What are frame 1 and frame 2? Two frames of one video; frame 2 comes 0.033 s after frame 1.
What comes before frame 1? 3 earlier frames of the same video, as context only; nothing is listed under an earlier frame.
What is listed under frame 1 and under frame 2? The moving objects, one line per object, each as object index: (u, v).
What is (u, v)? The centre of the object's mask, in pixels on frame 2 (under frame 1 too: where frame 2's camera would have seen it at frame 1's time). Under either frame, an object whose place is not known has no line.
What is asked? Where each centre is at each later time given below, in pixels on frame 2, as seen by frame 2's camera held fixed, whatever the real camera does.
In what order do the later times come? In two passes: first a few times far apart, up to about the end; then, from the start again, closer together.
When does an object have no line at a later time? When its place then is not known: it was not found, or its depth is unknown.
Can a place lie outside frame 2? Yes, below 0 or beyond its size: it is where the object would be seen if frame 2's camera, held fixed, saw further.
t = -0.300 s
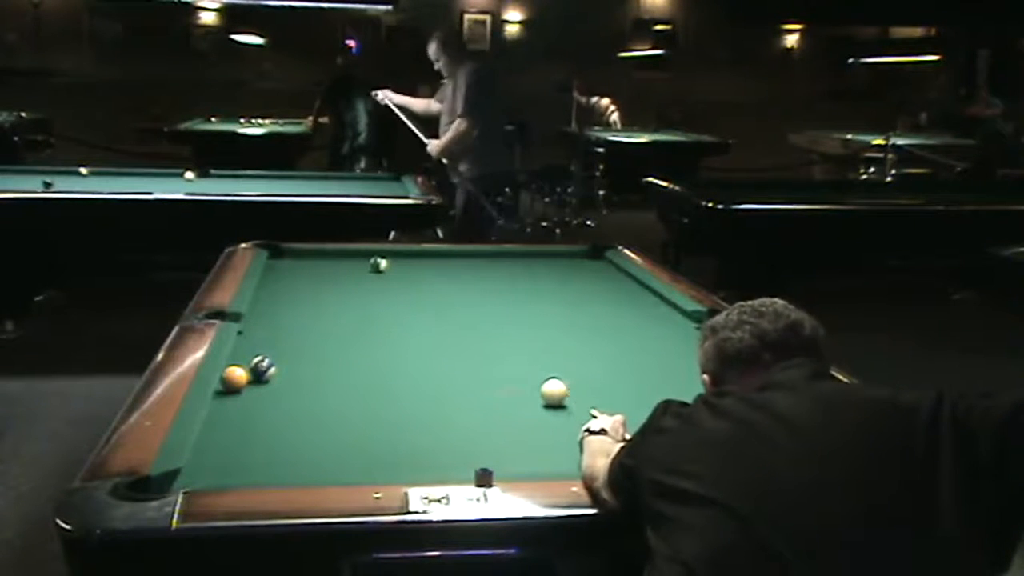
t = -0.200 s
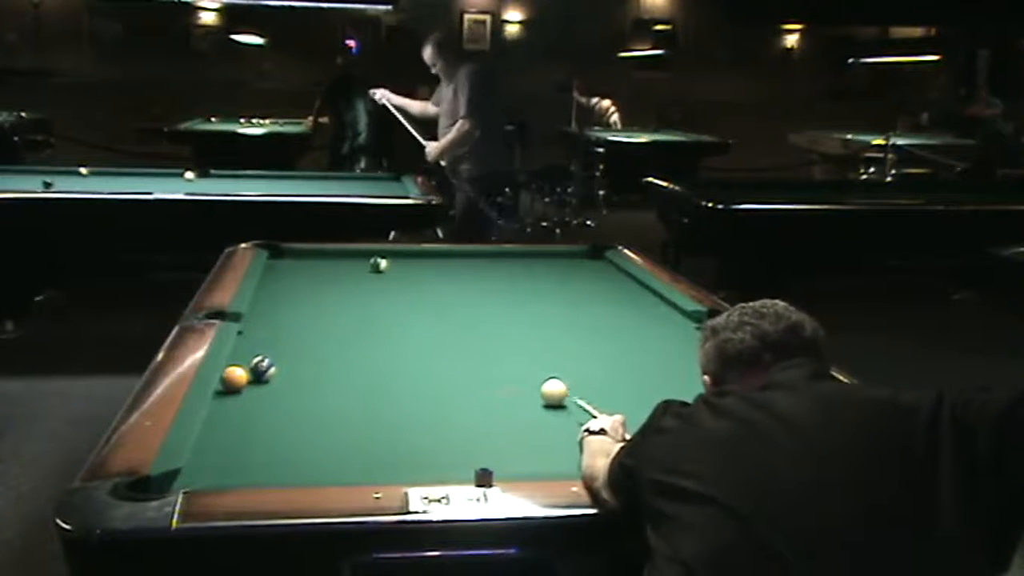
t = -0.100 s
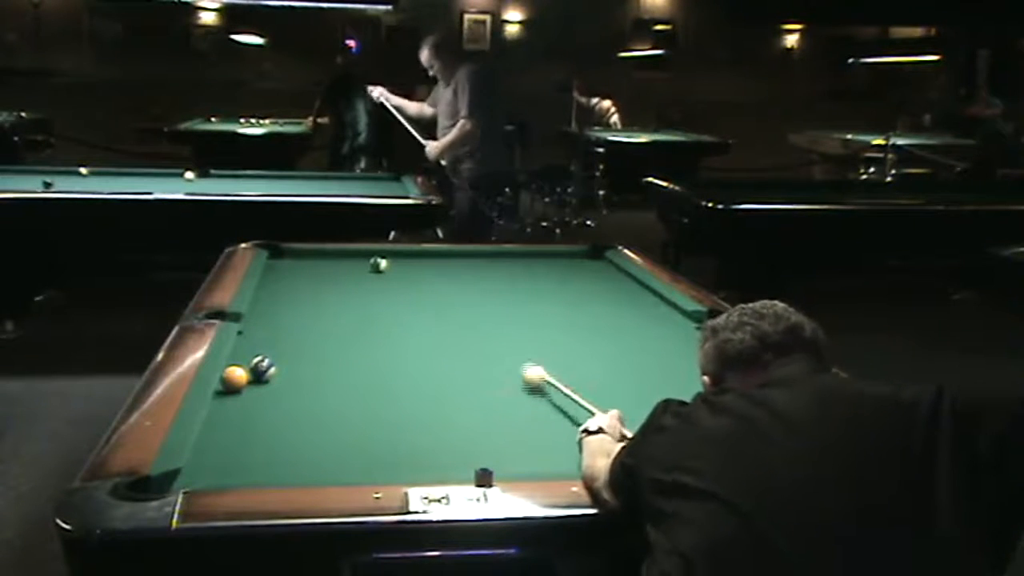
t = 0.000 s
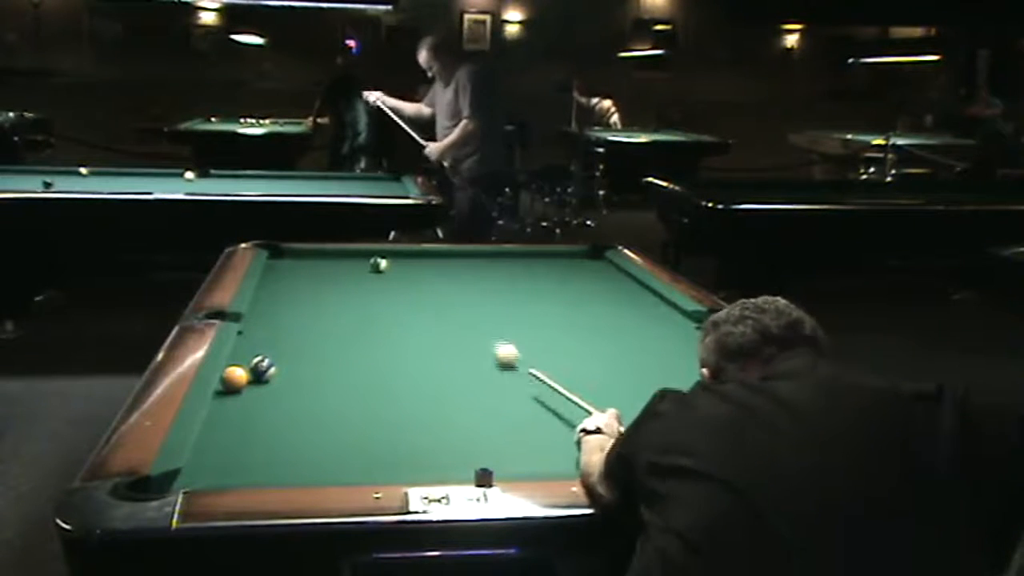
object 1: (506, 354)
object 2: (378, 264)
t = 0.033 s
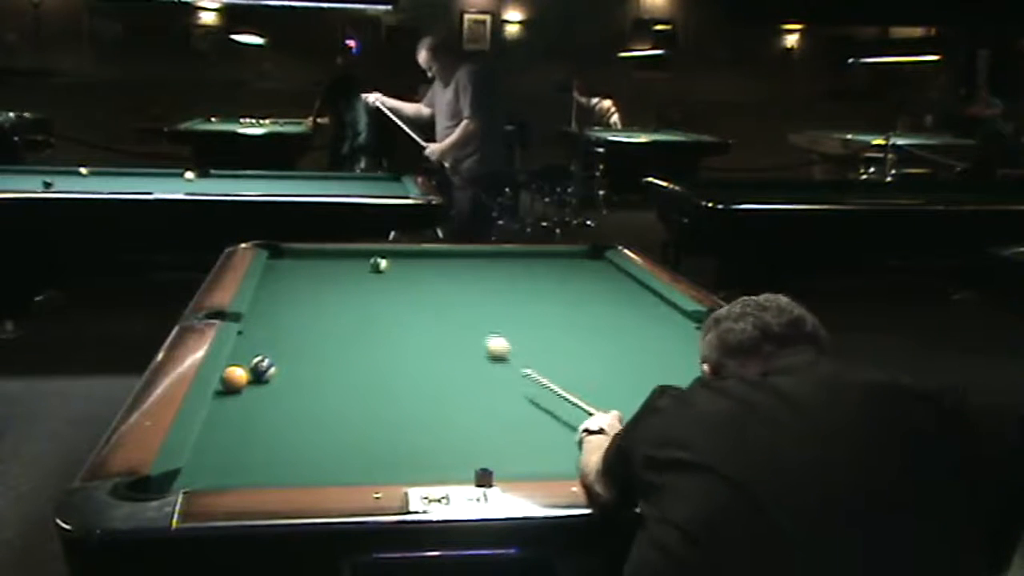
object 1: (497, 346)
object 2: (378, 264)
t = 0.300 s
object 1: (441, 301)
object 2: (378, 264)
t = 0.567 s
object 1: (400, 270)
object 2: (378, 264)
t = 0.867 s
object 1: (427, 254)
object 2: (321, 258)
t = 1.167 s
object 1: (482, 266)
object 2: (286, 253)
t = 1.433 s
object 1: (534, 276)
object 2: (312, 251)
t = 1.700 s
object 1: (588, 288)
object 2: (338, 253)
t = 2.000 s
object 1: (655, 302)
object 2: (357, 254)
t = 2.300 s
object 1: (658, 312)
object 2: (380, 253)
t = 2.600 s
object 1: (653, 328)
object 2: (397, 255)
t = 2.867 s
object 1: (646, 342)
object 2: (411, 256)
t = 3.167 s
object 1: (638, 358)
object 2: (426, 257)
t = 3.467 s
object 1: (629, 375)
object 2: (437, 257)
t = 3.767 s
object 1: (619, 394)
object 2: (448, 258)
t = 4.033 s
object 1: (609, 411)
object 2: (454, 259)
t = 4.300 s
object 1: (599, 429)
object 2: (459, 259)
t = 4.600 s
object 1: (587, 450)
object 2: (461, 259)
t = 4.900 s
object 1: (572, 462)
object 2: (462, 259)
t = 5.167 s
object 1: (547, 458)
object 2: (462, 259)
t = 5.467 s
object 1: (524, 450)
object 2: (462, 259)
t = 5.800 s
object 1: (502, 442)
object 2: (462, 259)
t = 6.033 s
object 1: (490, 438)
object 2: (462, 259)
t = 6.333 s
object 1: (477, 433)
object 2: (462, 259)
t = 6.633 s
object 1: (468, 431)
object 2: (462, 259)
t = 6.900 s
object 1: (463, 429)
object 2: (462, 259)
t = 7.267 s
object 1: (461, 428)
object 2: (462, 259)
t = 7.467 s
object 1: (462, 428)
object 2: (462, 259)
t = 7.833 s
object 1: (462, 428)
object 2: (462, 259)
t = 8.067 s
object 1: (462, 428)
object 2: (462, 259)
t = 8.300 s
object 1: (462, 428)
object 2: (462, 259)
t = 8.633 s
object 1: (462, 428)
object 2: (462, 259)
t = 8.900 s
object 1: (462, 428)
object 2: (462, 259)
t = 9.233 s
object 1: (462, 428)
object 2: (462, 259)
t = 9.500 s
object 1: (462, 428)
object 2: (462, 259)
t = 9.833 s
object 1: (462, 428)
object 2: (462, 259)
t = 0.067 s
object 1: (489, 339)
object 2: (378, 264)
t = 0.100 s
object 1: (481, 333)
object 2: (378, 264)
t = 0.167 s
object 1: (467, 323)
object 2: (378, 264)
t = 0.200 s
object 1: (460, 317)
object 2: (378, 264)
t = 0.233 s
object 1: (453, 312)
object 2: (378, 264)
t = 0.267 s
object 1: (446, 306)
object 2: (378, 264)
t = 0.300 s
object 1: (441, 301)
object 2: (378, 264)
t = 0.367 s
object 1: (429, 293)
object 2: (378, 264)
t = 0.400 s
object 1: (423, 288)
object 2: (378, 264)
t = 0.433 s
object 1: (419, 286)
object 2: (378, 264)
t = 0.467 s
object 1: (414, 281)
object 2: (378, 264)
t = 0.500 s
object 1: (409, 277)
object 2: (378, 264)
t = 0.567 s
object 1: (400, 270)
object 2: (378, 264)
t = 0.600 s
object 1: (395, 267)
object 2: (378, 264)
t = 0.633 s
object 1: (396, 264)
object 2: (375, 264)
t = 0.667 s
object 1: (401, 262)
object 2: (366, 263)
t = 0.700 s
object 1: (406, 259)
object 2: (358, 263)
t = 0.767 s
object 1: (414, 255)
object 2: (343, 261)
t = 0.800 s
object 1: (417, 253)
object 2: (333, 260)
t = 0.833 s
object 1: (421, 252)
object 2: (327, 259)
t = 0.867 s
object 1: (427, 254)
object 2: (321, 258)
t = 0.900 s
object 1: (433, 255)
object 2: (314, 256)
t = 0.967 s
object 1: (445, 259)
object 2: (302, 257)
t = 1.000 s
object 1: (452, 260)
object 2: (296, 256)
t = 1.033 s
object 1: (457, 261)
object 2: (289, 255)
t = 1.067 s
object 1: (464, 263)
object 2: (283, 254)
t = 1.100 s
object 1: (470, 264)
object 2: (278, 255)
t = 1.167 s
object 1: (482, 266)
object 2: (286, 253)
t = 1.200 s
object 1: (489, 267)
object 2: (288, 253)
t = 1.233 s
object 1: (494, 269)
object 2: (291, 253)
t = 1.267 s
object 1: (501, 271)
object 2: (296, 252)
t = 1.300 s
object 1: (507, 271)
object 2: (301, 252)
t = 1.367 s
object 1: (520, 274)
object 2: (305, 253)
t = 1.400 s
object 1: (527, 275)
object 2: (308, 252)
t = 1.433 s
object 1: (534, 276)
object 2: (312, 251)
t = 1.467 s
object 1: (540, 278)
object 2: (317, 249)
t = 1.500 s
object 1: (547, 279)
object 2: (322, 249)
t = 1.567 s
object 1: (560, 282)
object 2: (324, 252)
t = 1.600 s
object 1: (567, 284)
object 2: (327, 251)
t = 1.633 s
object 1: (574, 285)
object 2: (331, 252)
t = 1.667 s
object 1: (581, 286)
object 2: (335, 252)
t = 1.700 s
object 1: (588, 288)
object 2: (338, 253)
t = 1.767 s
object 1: (603, 291)
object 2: (340, 250)
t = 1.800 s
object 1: (609, 293)
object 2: (343, 250)
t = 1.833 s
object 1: (617, 294)
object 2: (348, 250)
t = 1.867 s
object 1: (624, 295)
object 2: (351, 251)
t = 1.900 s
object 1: (631, 298)
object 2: (351, 252)
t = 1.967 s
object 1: (647, 300)
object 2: (353, 254)
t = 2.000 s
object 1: (655, 302)
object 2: (357, 254)
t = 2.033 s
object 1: (661, 303)
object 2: (360, 254)
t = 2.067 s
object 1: (664, 303)
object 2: (363, 254)
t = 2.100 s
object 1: (663, 305)
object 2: (367, 255)
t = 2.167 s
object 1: (662, 307)
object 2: (370, 254)
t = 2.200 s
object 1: (661, 309)
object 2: (372, 254)
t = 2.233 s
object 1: (660, 309)
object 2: (375, 254)
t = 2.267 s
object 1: (660, 310)
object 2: (377, 254)
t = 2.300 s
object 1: (658, 312)
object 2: (380, 253)
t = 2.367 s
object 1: (657, 316)
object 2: (385, 254)
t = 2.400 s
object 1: (656, 318)
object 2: (386, 254)
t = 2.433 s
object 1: (655, 319)
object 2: (387, 255)
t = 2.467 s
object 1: (655, 321)
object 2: (389, 255)
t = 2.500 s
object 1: (654, 323)
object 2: (390, 255)
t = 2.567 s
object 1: (653, 327)
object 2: (395, 255)
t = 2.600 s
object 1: (653, 328)
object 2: (397, 255)
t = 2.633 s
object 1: (652, 329)
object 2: (399, 255)
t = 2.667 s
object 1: (651, 332)
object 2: (402, 256)
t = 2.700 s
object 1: (650, 333)
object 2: (404, 256)
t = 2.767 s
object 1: (648, 337)
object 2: (408, 256)
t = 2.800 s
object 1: (648, 339)
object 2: (409, 256)
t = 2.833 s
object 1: (647, 340)
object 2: (410, 256)
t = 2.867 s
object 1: (646, 342)
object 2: (411, 256)
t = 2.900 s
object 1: (645, 344)
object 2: (413, 256)
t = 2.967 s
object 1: (644, 348)
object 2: (415, 256)
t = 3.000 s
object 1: (643, 349)
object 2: (418, 255)
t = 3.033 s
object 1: (642, 351)
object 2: (420, 256)
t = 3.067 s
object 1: (641, 353)
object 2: (421, 255)
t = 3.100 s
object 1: (640, 354)
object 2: (423, 255)
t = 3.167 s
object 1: (638, 358)
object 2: (426, 257)
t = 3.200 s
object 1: (637, 360)
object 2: (427, 257)
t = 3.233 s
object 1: (636, 362)
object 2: (428, 257)
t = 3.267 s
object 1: (635, 364)
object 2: (430, 257)
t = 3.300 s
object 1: (635, 366)
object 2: (431, 257)
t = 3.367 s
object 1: (632, 369)
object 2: (433, 257)
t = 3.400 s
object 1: (631, 371)
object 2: (434, 257)
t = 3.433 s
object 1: (630, 374)
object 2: (436, 257)
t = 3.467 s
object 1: (629, 375)
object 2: (437, 257)
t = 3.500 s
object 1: (628, 377)
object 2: (439, 257)
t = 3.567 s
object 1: (626, 381)
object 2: (441, 257)
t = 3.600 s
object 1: (625, 383)
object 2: (443, 257)
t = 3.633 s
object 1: (624, 386)
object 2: (444, 257)
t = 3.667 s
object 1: (623, 388)
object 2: (445, 257)
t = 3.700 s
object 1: (622, 390)
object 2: (446, 257)
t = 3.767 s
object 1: (619, 394)
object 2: (448, 258)
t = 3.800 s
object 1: (618, 395)
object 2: (449, 258)
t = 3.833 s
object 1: (617, 397)
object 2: (450, 258)
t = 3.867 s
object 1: (616, 399)
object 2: (451, 258)
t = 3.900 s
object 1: (614, 402)
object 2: (452, 258)
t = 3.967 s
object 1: (612, 406)
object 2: (453, 259)
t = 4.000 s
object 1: (611, 408)
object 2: (454, 259)
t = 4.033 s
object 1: (609, 411)
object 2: (454, 259)
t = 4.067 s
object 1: (609, 413)
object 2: (455, 259)
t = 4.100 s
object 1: (607, 415)
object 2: (456, 259)
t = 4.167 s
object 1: (605, 420)
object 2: (457, 259)
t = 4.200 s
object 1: (603, 422)
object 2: (457, 259)
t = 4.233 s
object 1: (602, 424)
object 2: (458, 259)
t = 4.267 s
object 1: (601, 426)
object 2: (458, 259)
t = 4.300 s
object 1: (599, 429)
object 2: (459, 259)
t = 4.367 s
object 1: (597, 433)
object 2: (459, 259)
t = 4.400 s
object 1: (595, 436)
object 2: (460, 259)
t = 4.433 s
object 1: (594, 438)
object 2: (460, 259)
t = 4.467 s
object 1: (593, 441)
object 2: (460, 259)
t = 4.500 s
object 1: (591, 443)
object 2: (461, 259)
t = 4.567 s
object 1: (588, 448)
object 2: (461, 259)
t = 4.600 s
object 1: (587, 450)
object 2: (461, 259)
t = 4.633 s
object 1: (586, 452)
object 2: (461, 259)
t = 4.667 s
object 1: (584, 454)
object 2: (462, 259)
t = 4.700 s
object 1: (583, 456)
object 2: (462, 259)
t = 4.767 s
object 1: (580, 459)
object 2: (462, 259)
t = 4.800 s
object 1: (578, 460)
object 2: (462, 259)
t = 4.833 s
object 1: (576, 462)
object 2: (462, 259)
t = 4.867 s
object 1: (575, 463)
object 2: (462, 259)
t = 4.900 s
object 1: (572, 462)
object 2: (462, 259)
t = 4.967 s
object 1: (565, 461)
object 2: (462, 259)
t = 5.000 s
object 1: (563, 460)
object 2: (462, 259)
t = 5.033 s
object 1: (559, 460)
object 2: (462, 259)
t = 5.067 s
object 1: (556, 459)
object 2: (462, 259)
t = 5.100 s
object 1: (553, 459)
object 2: (462, 259)
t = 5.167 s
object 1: (547, 458)
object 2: (462, 259)
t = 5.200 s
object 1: (544, 457)
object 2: (462, 259)
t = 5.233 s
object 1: (542, 457)
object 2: (462, 259)
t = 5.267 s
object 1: (539, 456)
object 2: (462, 259)
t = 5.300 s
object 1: (536, 455)
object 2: (462, 259)
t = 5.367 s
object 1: (531, 453)
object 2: (462, 259)
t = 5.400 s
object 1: (528, 452)
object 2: (462, 259)
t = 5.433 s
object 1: (526, 451)
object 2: (462, 259)
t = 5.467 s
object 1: (524, 450)
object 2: (462, 259)
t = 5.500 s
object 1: (521, 449)
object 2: (462, 259)
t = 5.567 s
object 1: (517, 447)
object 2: (462, 259)
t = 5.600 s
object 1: (515, 446)
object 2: (462, 259)
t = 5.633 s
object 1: (512, 446)
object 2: (462, 259)
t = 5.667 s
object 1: (510, 445)
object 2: (462, 259)
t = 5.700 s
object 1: (508, 444)
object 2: (462, 259)
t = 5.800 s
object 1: (502, 442)
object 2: (462, 259)
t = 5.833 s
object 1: (500, 442)
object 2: (462, 259)
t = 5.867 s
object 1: (498, 441)
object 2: (462, 259)
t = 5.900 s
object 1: (497, 440)
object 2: (462, 259)
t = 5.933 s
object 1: (495, 440)
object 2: (462, 259)
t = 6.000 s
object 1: (492, 438)
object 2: (462, 259)
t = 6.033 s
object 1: (490, 438)
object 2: (462, 259)
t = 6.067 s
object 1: (488, 437)
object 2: (462, 259)
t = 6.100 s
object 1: (487, 436)
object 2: (462, 259)
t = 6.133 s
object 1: (485, 436)
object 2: (462, 259)
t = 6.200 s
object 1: (483, 435)
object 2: (462, 259)
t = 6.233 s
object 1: (481, 434)
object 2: (462, 259)
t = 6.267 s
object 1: (480, 434)
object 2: (462, 259)
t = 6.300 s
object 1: (479, 433)
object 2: (462, 259)
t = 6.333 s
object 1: (477, 433)
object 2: (462, 259)
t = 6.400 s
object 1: (475, 433)
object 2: (462, 259)
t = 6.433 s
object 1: (474, 432)
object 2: (462, 259)
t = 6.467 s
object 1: (473, 432)
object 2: (462, 259)
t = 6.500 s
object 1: (472, 431)
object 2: (462, 259)
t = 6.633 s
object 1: (468, 431)
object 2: (462, 259)
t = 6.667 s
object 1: (467, 430)
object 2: (462, 259)
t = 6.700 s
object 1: (467, 430)
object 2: (462, 259)
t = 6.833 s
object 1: (464, 429)
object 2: (462, 259)
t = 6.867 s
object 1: (463, 429)
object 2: (462, 259)
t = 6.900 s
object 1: (463, 429)
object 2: (462, 259)
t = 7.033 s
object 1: (462, 428)
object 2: (462, 259)
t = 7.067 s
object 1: (462, 428)
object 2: (462, 259)
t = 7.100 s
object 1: (462, 428)
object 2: (462, 259)
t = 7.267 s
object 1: (461, 428)
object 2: (462, 259)
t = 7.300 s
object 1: (461, 428)
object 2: (462, 259)
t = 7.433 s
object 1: (462, 428)
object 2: (462, 259)
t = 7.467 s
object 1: (462, 428)
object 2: (462, 259)
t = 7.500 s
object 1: (462, 428)
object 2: (462, 259)
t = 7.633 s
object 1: (462, 428)
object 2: (462, 259)
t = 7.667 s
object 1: (462, 428)
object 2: (462, 259)
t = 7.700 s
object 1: (462, 428)
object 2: (462, 259)
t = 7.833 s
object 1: (462, 428)
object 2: (462, 259)
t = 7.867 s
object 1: (462, 428)
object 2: (462, 259)
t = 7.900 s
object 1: (462, 428)
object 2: (462, 259)
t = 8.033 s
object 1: (462, 428)
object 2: (462, 259)
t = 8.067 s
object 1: (462, 428)
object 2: (462, 259)
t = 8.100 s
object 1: (462, 428)
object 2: (462, 259)
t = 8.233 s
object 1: (462, 428)
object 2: (462, 259)
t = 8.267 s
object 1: (462, 428)
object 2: (462, 259)
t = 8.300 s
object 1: (462, 428)
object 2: (462, 259)
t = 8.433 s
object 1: (462, 428)
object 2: (462, 259)
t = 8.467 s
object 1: (462, 428)
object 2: (462, 259)
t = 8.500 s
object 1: (462, 428)
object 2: (462, 259)
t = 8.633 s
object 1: (462, 428)
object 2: (462, 259)
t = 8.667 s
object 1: (462, 428)
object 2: (462, 259)
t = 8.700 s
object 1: (462, 428)
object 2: (462, 259)
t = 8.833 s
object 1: (462, 428)
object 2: (462, 259)
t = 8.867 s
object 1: (462, 428)
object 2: (462, 259)
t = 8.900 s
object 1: (462, 428)
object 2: (462, 259)
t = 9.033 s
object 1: (462, 428)
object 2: (462, 259)
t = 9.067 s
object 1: (462, 428)
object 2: (462, 259)
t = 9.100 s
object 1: (462, 428)
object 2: (462, 259)
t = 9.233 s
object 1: (462, 428)
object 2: (462, 259)
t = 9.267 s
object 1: (462, 428)
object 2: (462, 259)
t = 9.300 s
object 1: (462, 428)
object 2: (462, 259)
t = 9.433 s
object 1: (462, 428)
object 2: (462, 259)
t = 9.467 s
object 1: (462, 428)
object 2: (462, 259)
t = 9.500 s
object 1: (462, 428)
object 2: (462, 259)
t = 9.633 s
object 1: (462, 428)
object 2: (462, 258)
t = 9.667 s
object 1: (462, 428)
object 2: (462, 259)
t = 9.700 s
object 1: (462, 428)
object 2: (462, 259)
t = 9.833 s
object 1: (462, 428)
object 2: (462, 259)
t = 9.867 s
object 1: (462, 428)
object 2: (462, 259)
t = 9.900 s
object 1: (462, 428)
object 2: (462, 259)
